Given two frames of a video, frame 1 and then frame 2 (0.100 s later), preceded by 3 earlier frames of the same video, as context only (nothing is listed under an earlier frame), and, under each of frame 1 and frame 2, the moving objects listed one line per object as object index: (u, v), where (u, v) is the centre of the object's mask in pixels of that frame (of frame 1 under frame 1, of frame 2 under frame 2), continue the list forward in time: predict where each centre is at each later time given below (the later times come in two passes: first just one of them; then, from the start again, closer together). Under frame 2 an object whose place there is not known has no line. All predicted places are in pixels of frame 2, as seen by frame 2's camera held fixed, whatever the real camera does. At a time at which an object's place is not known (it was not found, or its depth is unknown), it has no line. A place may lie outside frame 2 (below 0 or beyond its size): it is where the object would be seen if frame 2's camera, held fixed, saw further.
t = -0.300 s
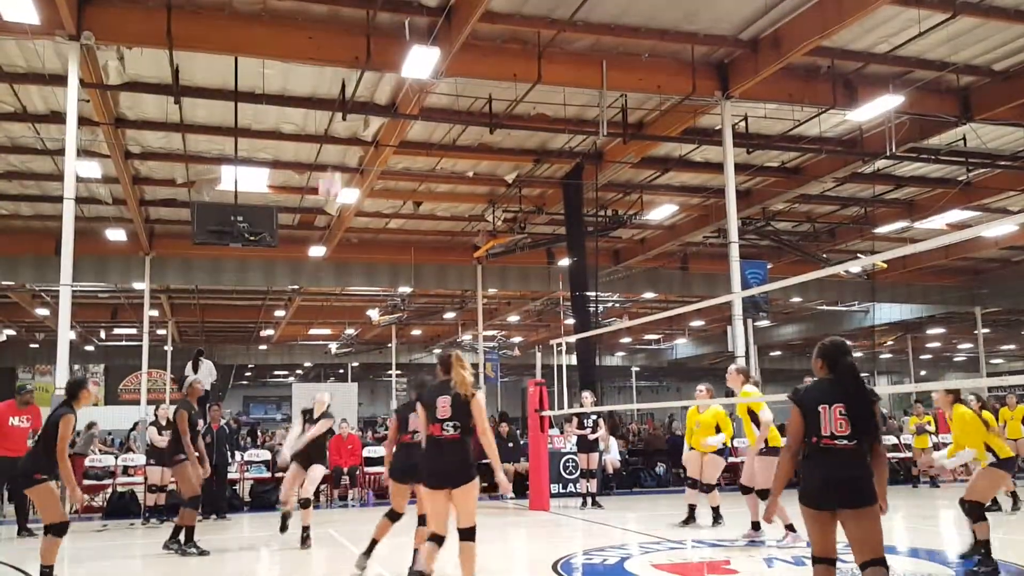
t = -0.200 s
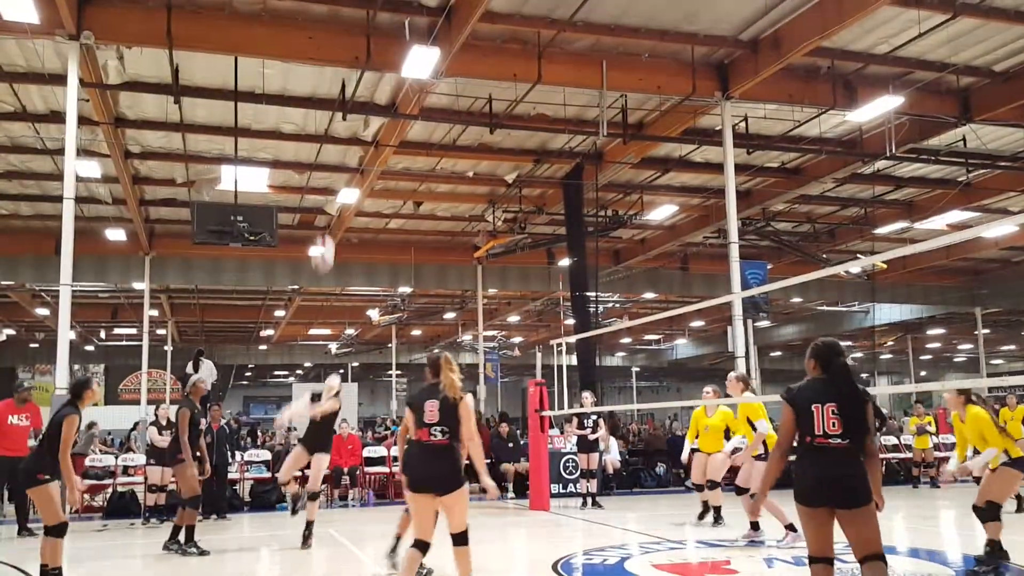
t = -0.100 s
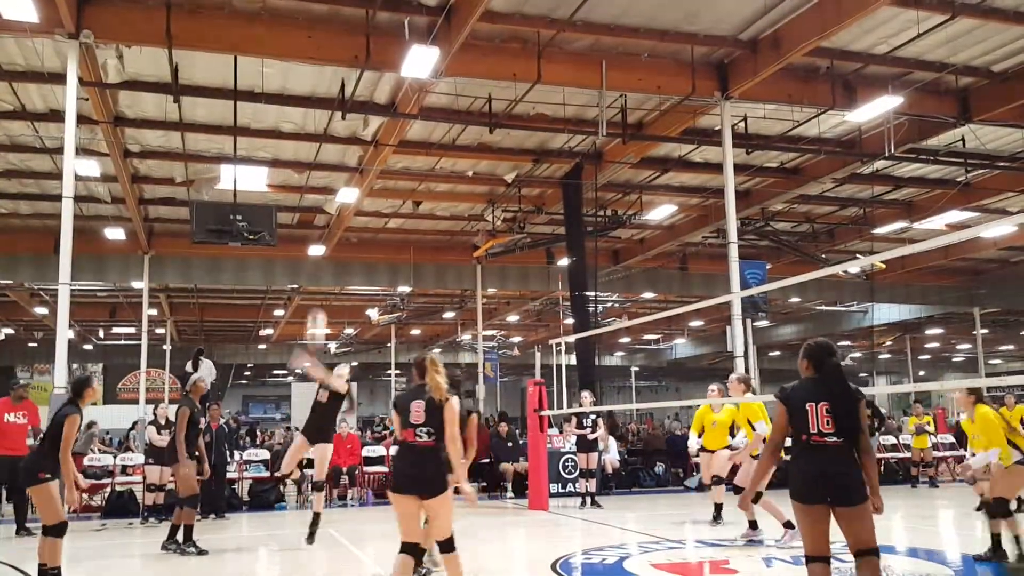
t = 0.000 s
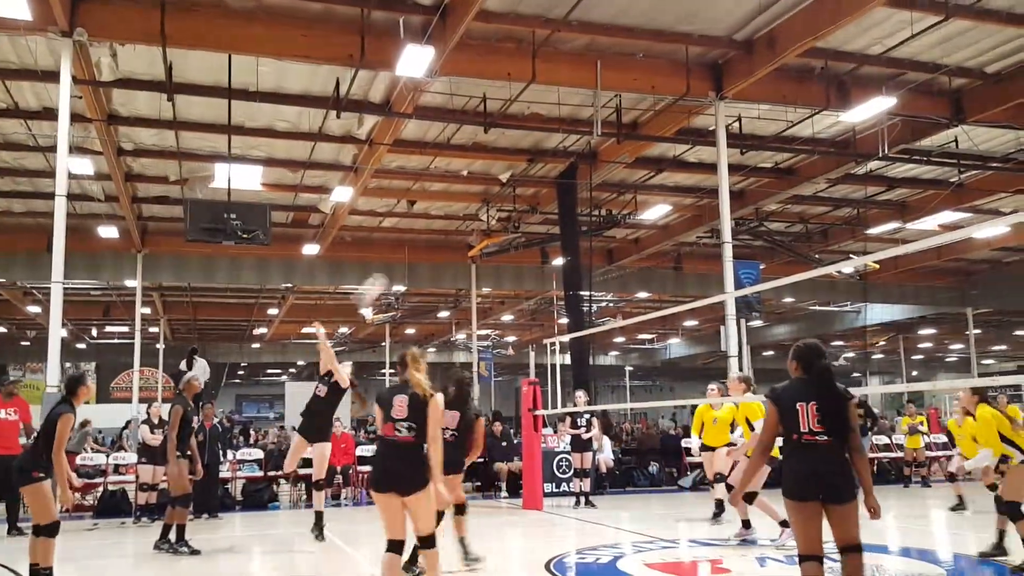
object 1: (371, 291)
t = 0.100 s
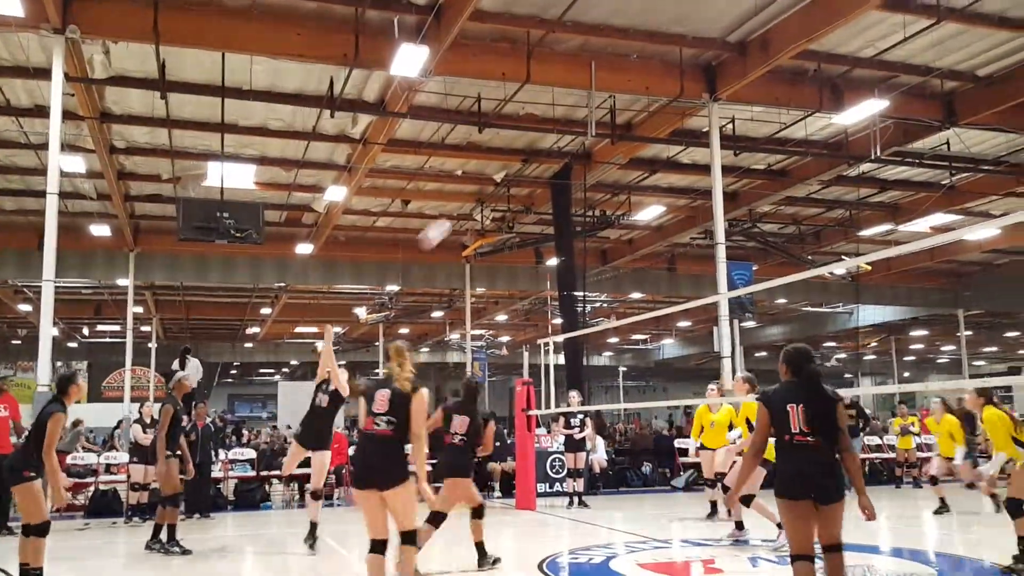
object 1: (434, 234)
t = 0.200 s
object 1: (501, 191)
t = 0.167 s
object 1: (481, 205)
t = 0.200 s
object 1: (501, 191)
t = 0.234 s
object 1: (522, 181)
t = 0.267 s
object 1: (541, 170)
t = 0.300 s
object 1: (561, 161)
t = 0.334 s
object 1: (581, 153)
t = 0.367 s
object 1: (600, 147)
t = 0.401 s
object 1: (619, 141)
